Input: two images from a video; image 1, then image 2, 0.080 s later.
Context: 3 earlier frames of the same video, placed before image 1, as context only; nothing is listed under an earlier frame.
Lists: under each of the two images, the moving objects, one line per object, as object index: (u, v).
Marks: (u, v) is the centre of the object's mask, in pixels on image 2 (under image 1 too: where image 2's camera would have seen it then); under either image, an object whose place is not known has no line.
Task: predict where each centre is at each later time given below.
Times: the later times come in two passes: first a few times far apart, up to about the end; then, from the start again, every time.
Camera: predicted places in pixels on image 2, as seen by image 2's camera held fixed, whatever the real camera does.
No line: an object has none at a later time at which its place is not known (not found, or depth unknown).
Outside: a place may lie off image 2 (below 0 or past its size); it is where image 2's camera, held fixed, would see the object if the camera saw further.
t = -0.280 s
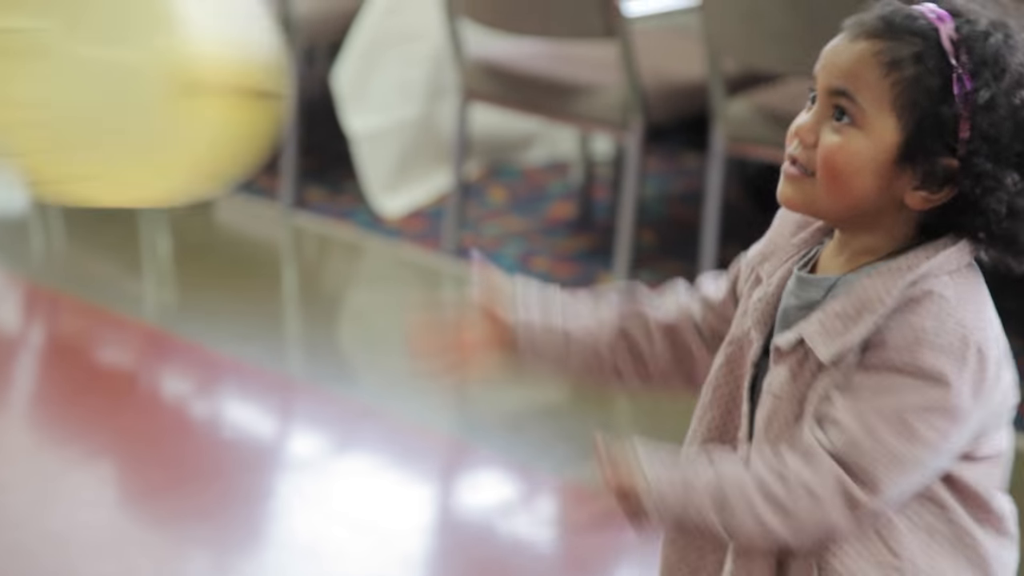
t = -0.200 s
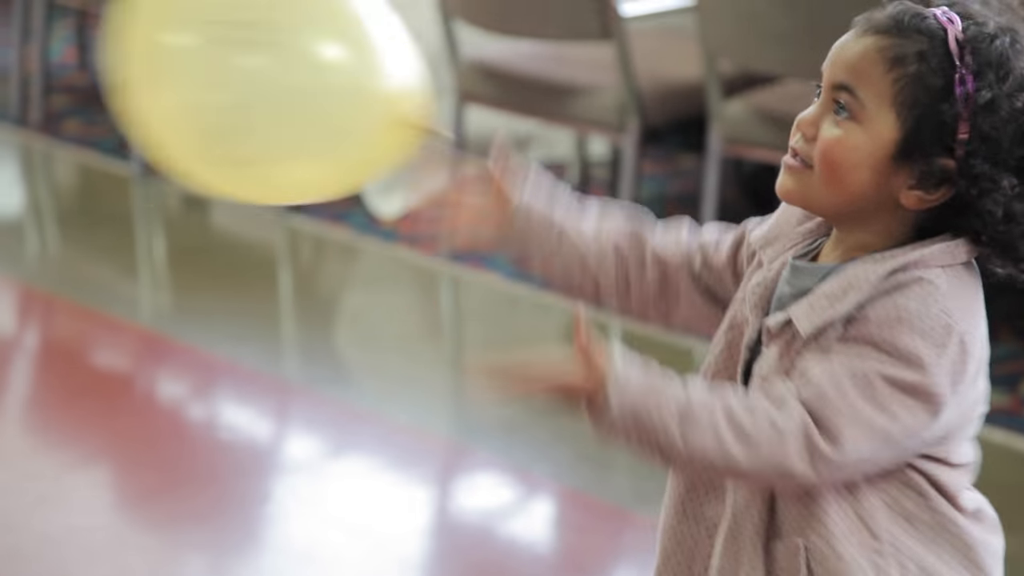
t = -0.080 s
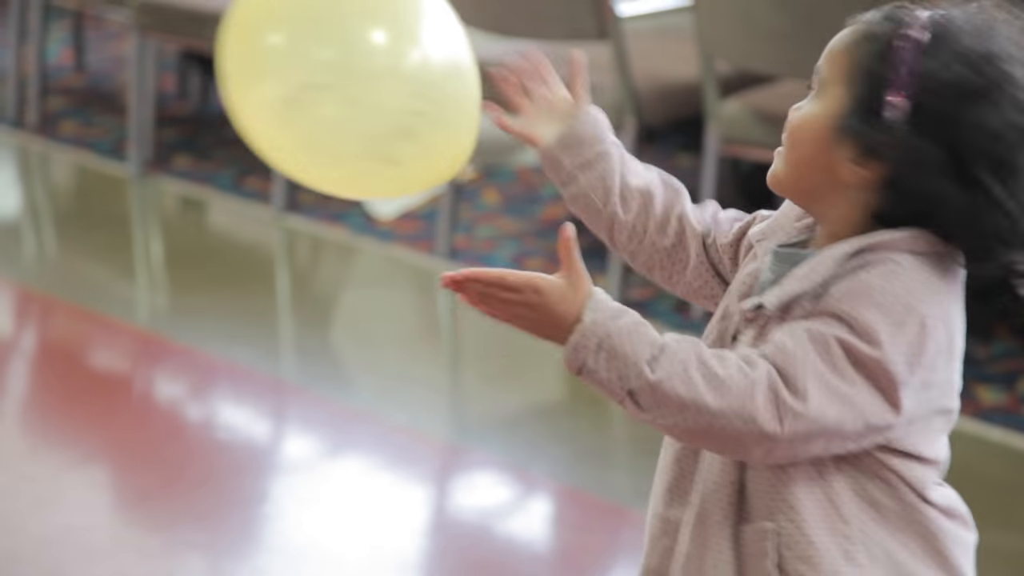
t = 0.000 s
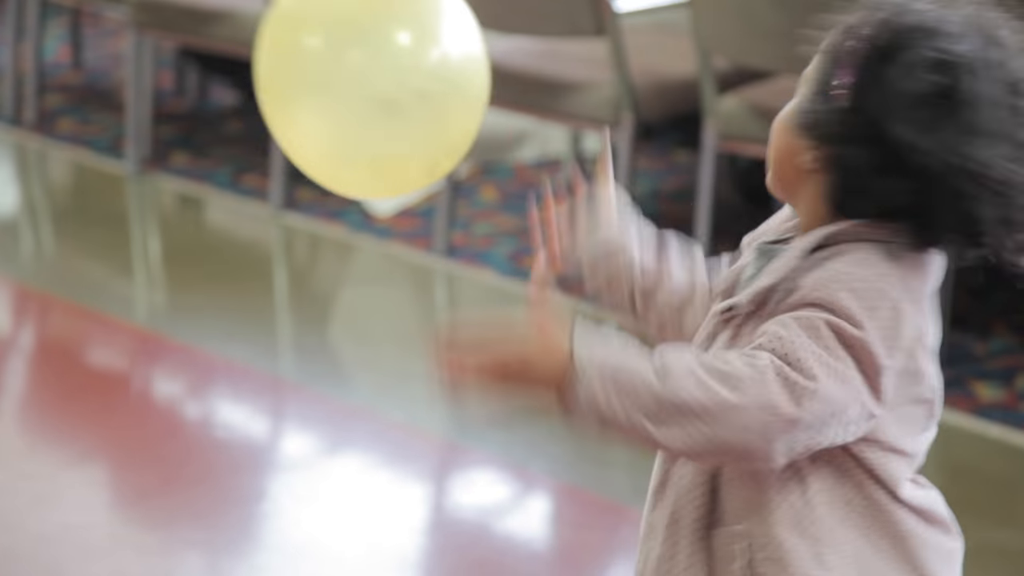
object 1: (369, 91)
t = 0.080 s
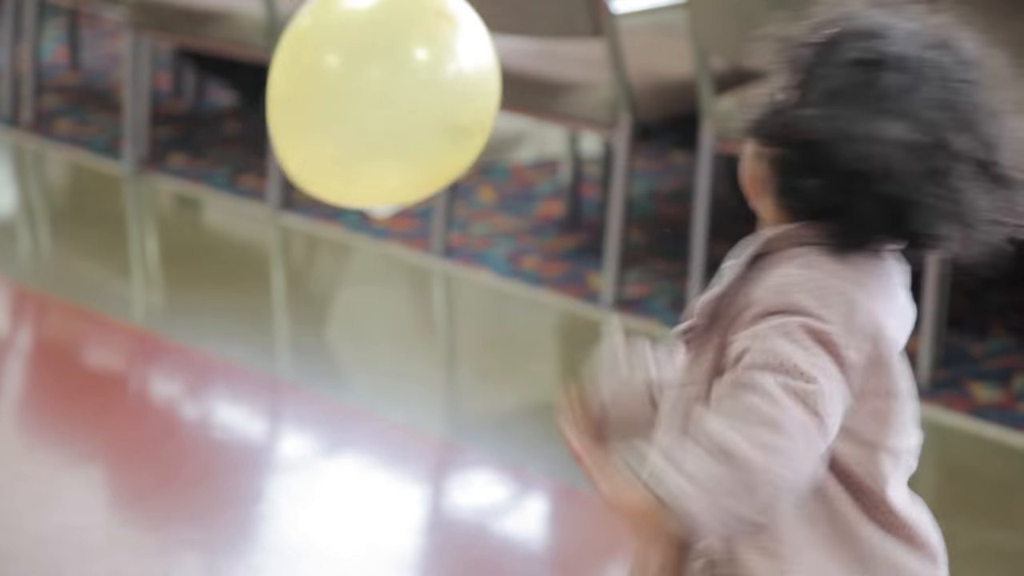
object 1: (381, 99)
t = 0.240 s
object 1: (368, 118)
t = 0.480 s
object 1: (336, 157)
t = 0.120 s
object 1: (380, 104)
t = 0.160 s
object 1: (377, 108)
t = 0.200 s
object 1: (373, 112)
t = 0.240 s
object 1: (368, 118)
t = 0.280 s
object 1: (363, 124)
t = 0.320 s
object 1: (358, 130)
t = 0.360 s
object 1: (351, 137)
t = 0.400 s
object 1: (345, 144)
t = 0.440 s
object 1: (340, 150)
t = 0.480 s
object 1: (336, 157)
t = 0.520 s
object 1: (333, 165)
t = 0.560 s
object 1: (331, 173)
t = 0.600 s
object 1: (333, 183)
